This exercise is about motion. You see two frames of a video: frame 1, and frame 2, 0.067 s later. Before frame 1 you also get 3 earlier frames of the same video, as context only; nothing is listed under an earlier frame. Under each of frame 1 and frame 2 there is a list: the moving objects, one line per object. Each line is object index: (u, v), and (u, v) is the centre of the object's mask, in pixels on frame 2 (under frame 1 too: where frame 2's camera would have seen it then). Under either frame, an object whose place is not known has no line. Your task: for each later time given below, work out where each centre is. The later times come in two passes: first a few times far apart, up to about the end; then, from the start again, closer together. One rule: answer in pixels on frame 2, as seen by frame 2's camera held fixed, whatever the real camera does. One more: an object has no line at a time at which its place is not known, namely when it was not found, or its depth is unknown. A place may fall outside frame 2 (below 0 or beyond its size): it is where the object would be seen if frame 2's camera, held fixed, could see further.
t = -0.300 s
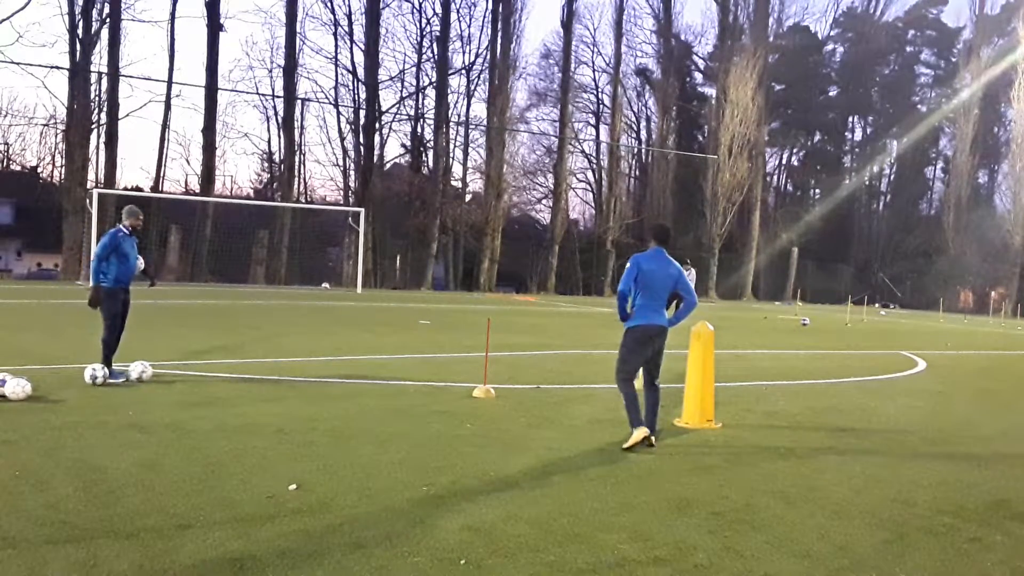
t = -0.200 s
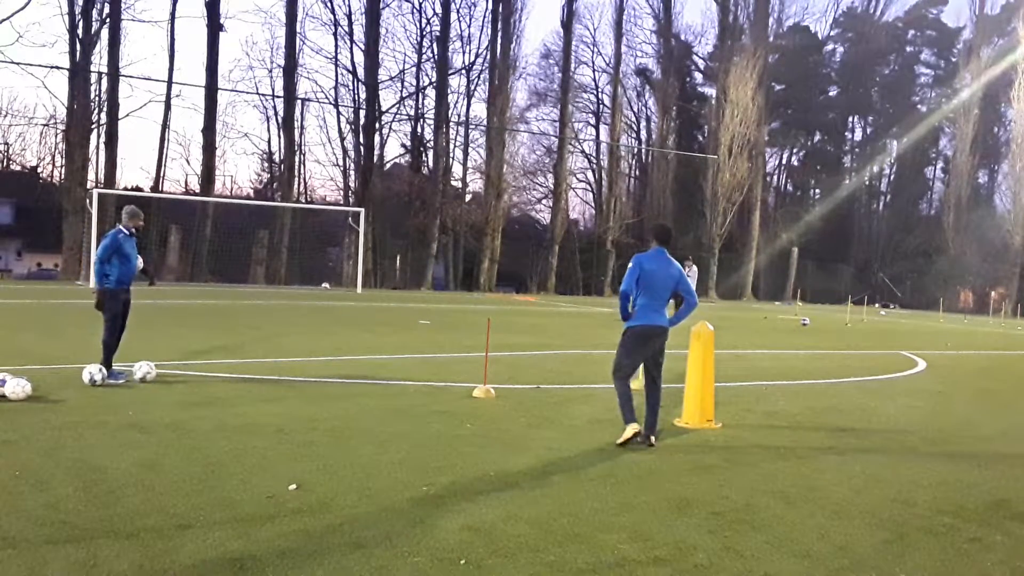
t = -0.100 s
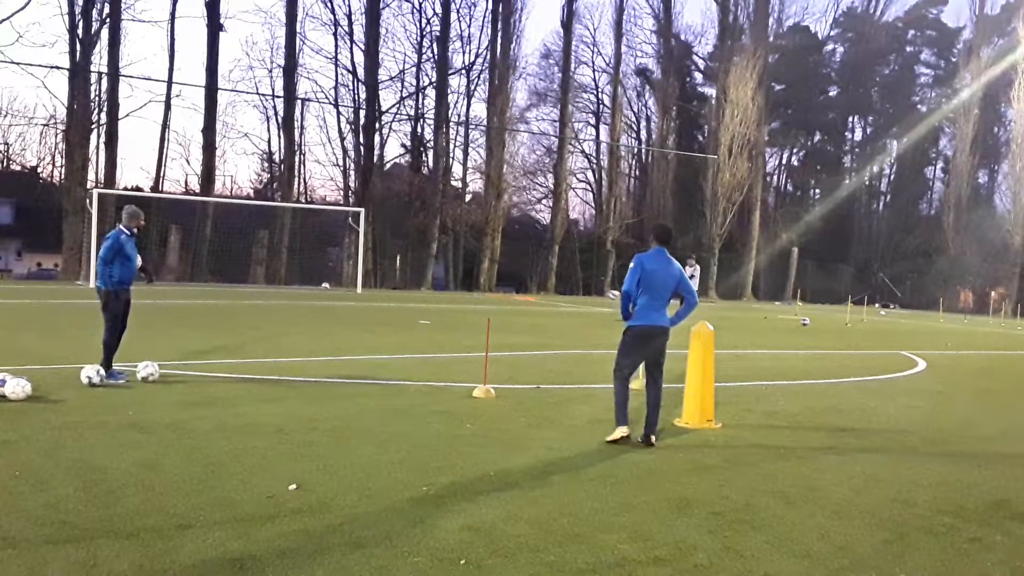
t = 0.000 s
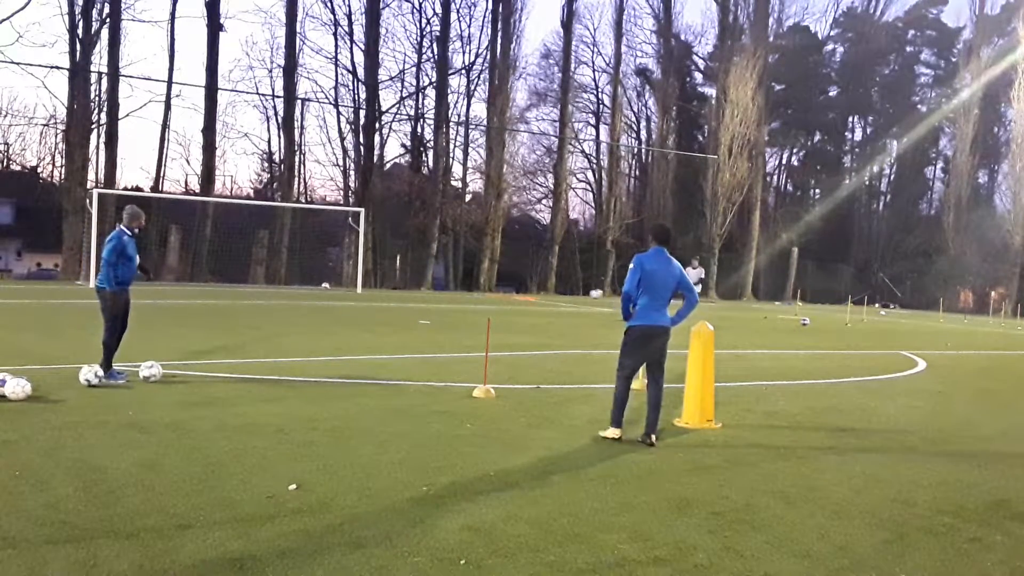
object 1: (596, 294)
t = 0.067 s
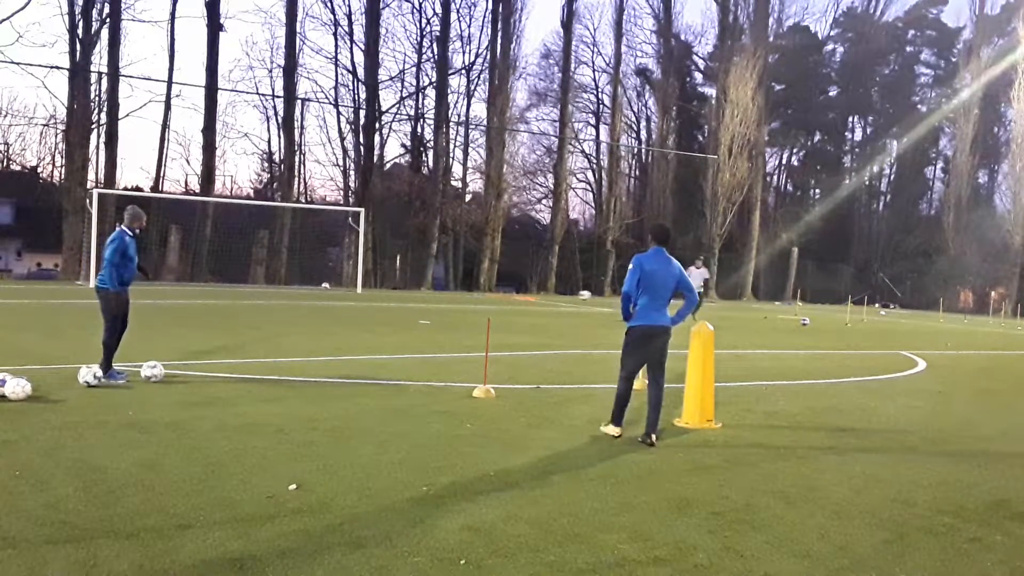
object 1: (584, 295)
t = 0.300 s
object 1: (536, 316)
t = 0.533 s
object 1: (493, 312)
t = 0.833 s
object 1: (431, 333)
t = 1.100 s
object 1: (383, 332)
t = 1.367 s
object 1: (332, 338)
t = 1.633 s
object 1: (274, 346)
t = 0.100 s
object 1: (578, 296)
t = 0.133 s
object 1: (571, 299)
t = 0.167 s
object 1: (565, 301)
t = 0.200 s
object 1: (558, 304)
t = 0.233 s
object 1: (551, 307)
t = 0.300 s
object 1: (536, 316)
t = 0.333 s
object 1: (528, 322)
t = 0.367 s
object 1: (522, 323)
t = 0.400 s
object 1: (516, 319)
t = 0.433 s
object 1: (511, 317)
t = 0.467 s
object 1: (505, 315)
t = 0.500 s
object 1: (499, 313)
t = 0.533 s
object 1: (493, 312)
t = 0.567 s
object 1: (487, 312)
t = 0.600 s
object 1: (481, 312)
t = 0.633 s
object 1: (474, 313)
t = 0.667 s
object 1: (467, 315)
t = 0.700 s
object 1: (460, 318)
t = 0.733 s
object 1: (453, 321)
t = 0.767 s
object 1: (446, 324)
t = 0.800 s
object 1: (438, 329)
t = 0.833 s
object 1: (431, 333)
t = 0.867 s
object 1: (425, 332)
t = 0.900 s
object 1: (420, 330)
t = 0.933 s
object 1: (414, 328)
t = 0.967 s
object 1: (408, 328)
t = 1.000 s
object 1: (402, 328)
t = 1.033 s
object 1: (396, 328)
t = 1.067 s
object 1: (389, 329)
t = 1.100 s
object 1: (383, 332)
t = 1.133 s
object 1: (376, 335)
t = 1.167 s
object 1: (369, 339)
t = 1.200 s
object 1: (364, 342)
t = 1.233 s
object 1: (357, 339)
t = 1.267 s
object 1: (351, 338)
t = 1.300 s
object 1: (344, 337)
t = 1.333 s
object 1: (338, 337)
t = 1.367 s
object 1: (332, 338)
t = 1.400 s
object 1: (324, 340)
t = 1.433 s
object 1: (317, 342)
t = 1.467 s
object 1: (310, 346)
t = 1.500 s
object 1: (303, 350)
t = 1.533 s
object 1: (296, 348)
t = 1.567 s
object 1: (289, 346)
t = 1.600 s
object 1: (281, 345)
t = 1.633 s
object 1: (274, 346)
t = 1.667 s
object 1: (267, 348)
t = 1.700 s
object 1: (259, 350)
